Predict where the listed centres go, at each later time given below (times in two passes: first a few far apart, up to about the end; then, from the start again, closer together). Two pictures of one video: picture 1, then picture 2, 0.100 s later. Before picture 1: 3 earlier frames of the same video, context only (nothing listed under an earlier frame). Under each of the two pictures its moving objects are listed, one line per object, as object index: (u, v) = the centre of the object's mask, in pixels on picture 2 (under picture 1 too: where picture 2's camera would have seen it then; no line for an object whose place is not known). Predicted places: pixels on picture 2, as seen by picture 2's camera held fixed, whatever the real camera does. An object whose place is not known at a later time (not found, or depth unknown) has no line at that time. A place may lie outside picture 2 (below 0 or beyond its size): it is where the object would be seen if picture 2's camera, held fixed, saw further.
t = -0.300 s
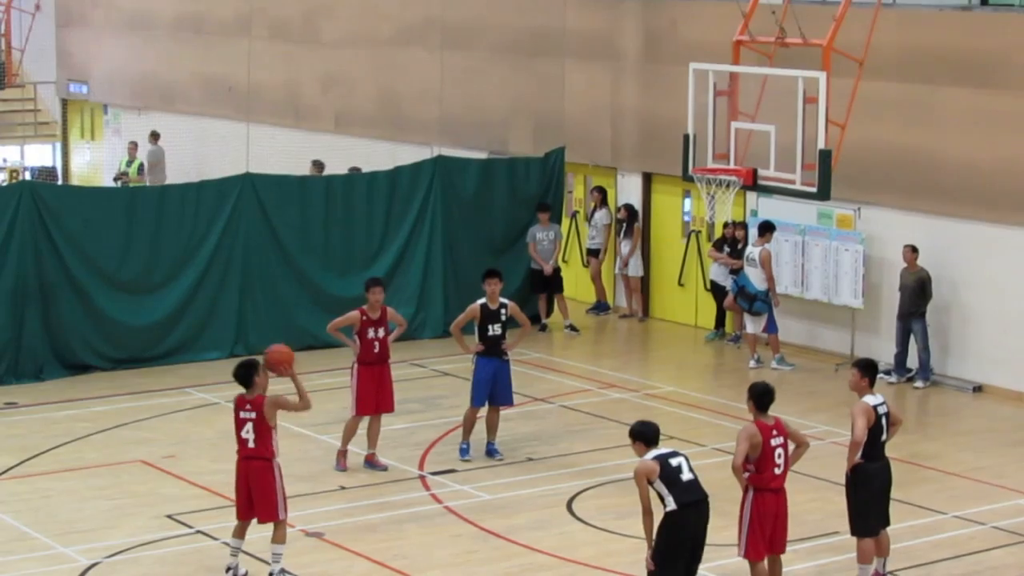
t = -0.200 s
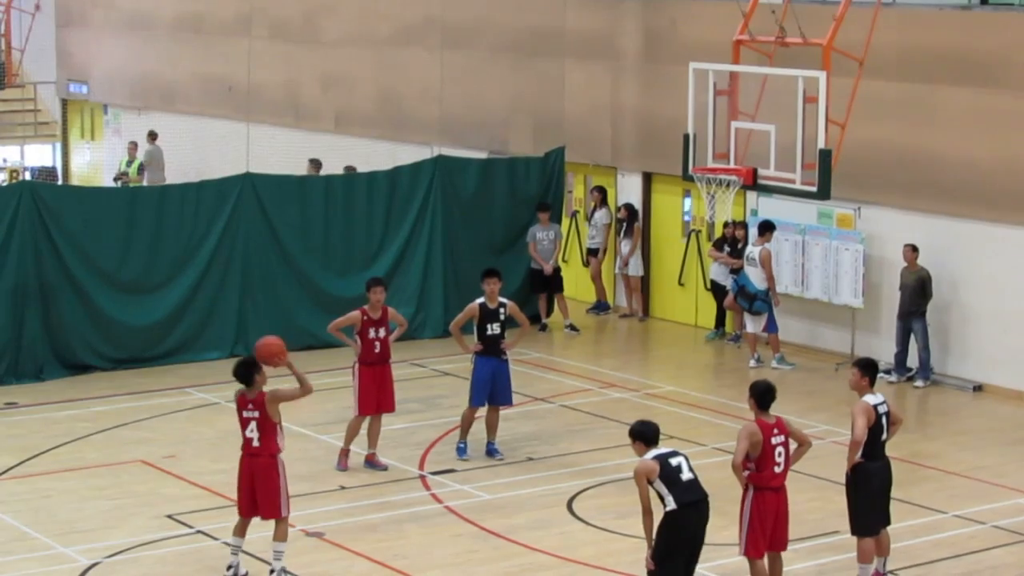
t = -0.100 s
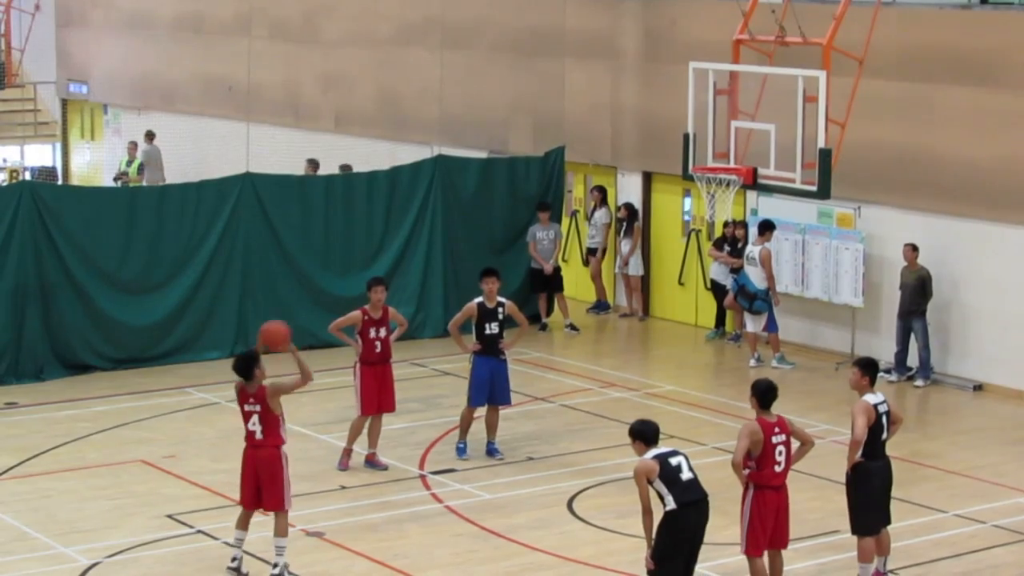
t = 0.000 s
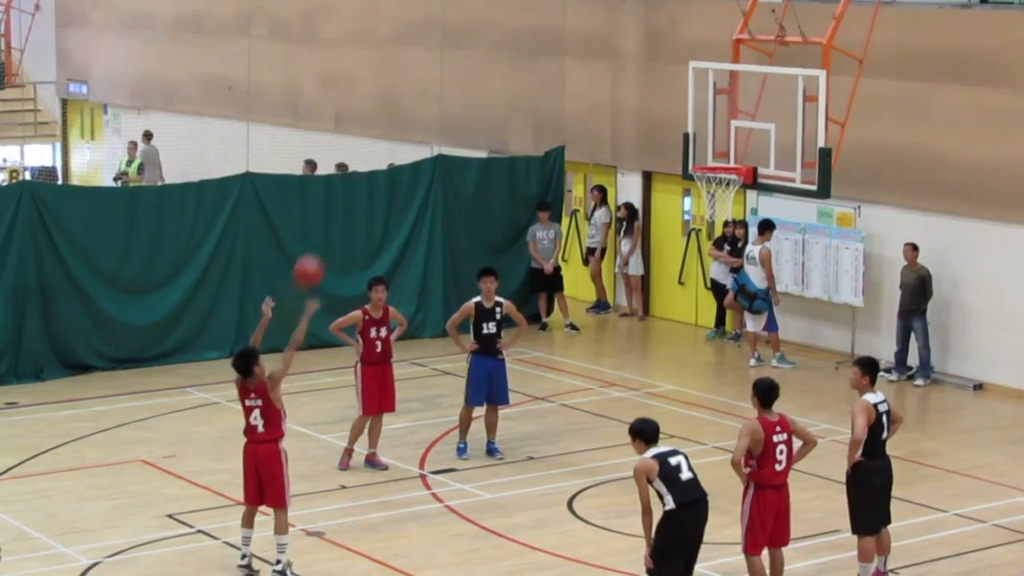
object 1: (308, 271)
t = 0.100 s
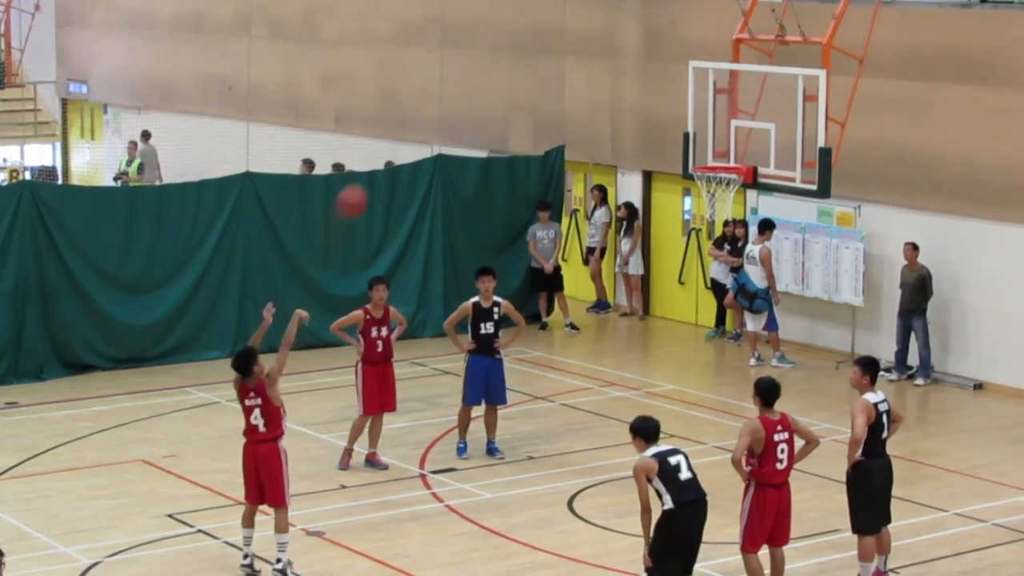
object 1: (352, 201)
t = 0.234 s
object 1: (408, 129)
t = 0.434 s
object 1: (491, 63)
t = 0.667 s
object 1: (582, 47)
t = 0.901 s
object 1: (667, 93)
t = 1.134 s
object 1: (727, 185)
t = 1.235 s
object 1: (714, 222)
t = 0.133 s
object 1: (366, 182)
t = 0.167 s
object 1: (381, 163)
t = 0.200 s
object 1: (395, 145)
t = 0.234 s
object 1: (408, 129)
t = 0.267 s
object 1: (423, 115)
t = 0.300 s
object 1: (437, 102)
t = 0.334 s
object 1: (450, 91)
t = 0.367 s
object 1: (464, 80)
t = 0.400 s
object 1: (478, 71)
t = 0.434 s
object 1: (491, 63)
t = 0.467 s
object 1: (505, 57)
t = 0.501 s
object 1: (518, 52)
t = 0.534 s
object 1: (531, 50)
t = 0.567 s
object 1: (544, 47)
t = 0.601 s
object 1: (557, 46)
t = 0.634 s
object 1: (570, 45)
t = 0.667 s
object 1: (582, 47)
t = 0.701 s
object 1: (595, 49)
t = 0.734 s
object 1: (607, 54)
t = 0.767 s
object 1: (620, 60)
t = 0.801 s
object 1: (632, 66)
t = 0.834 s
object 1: (644, 74)
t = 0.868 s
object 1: (655, 83)
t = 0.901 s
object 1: (667, 93)
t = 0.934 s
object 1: (678, 104)
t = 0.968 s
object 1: (690, 117)
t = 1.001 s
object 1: (702, 131)
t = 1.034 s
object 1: (713, 146)
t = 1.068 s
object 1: (724, 159)
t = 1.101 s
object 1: (729, 174)
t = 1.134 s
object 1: (727, 185)
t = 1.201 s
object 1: (717, 210)
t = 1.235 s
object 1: (714, 222)
